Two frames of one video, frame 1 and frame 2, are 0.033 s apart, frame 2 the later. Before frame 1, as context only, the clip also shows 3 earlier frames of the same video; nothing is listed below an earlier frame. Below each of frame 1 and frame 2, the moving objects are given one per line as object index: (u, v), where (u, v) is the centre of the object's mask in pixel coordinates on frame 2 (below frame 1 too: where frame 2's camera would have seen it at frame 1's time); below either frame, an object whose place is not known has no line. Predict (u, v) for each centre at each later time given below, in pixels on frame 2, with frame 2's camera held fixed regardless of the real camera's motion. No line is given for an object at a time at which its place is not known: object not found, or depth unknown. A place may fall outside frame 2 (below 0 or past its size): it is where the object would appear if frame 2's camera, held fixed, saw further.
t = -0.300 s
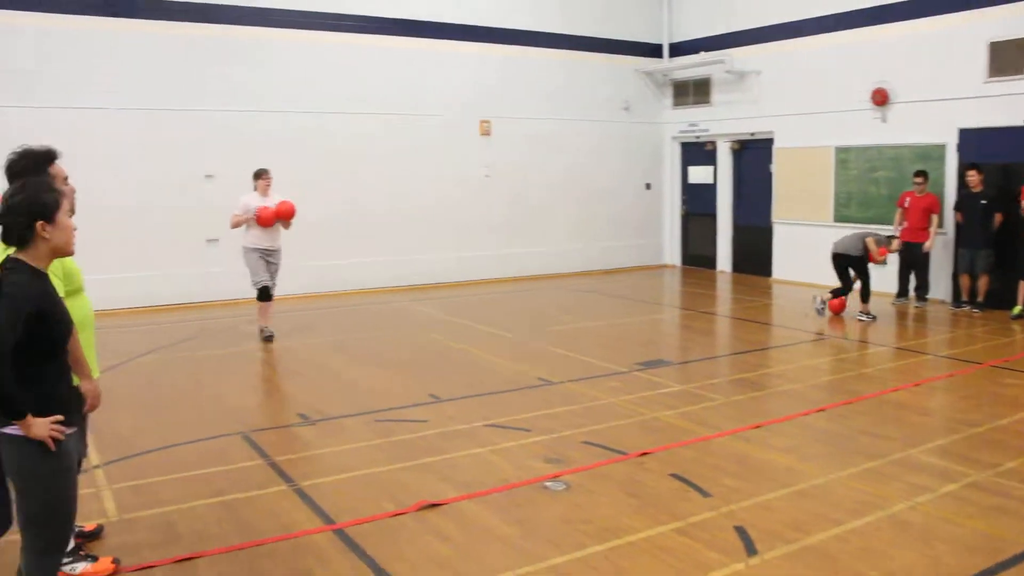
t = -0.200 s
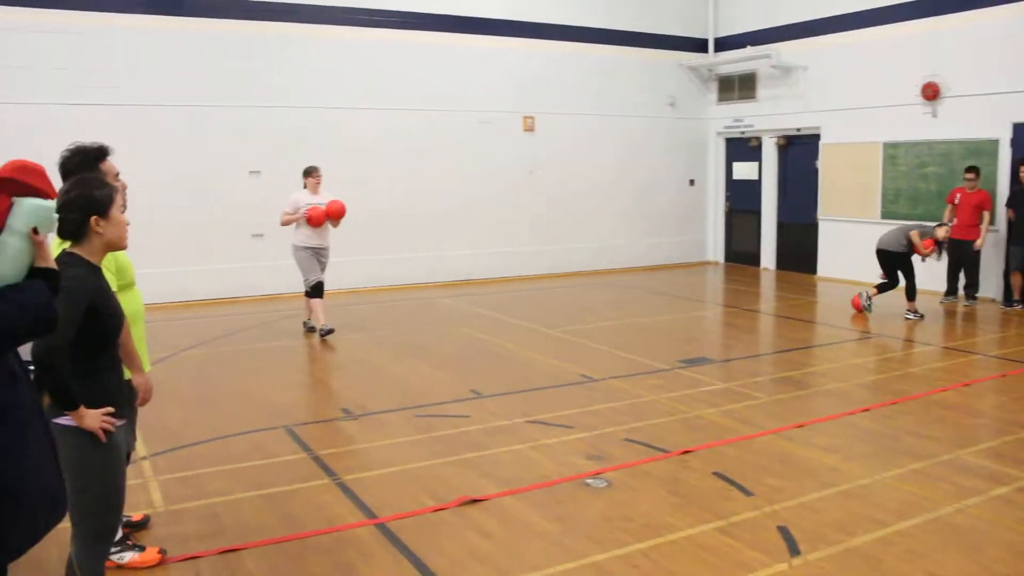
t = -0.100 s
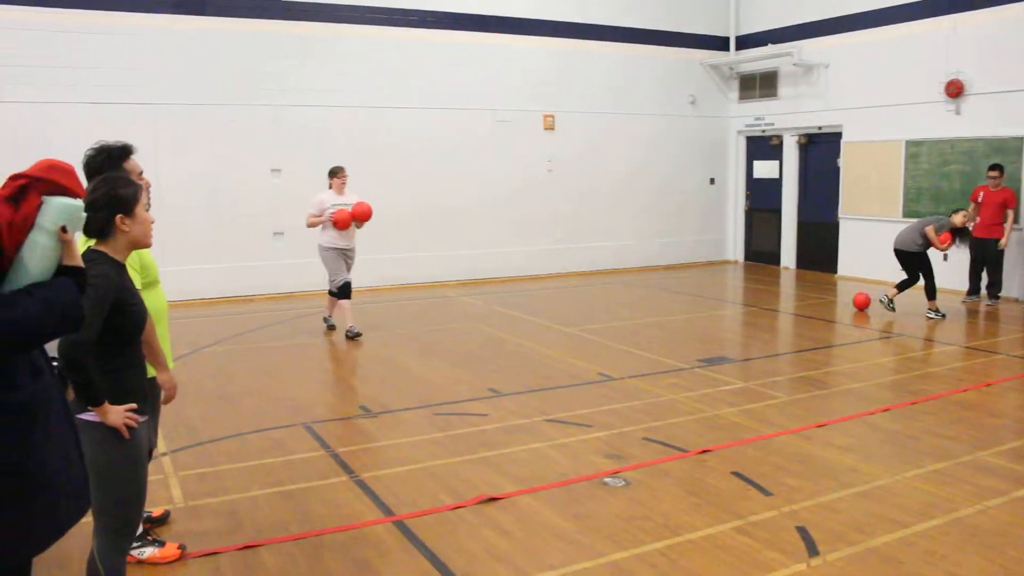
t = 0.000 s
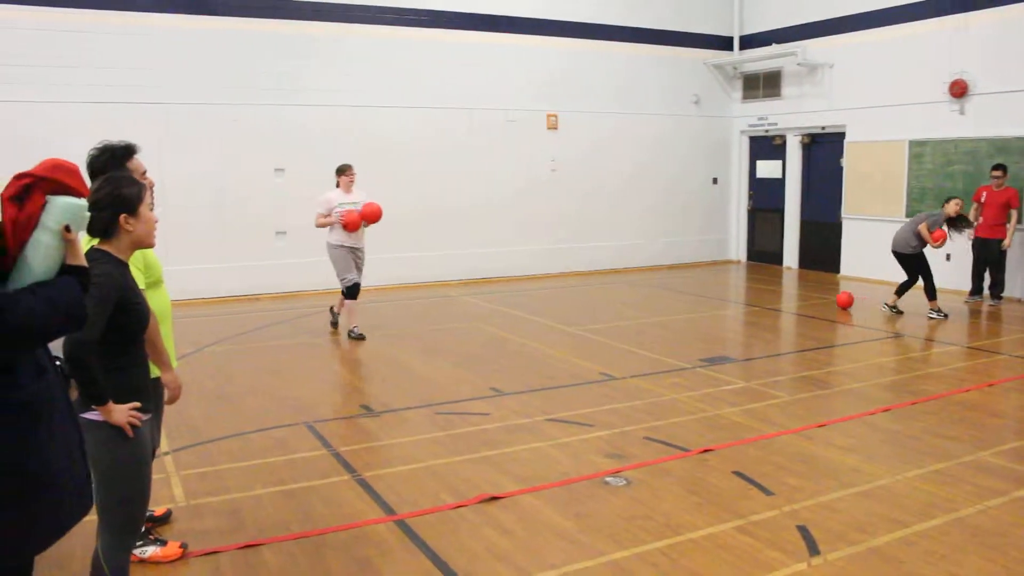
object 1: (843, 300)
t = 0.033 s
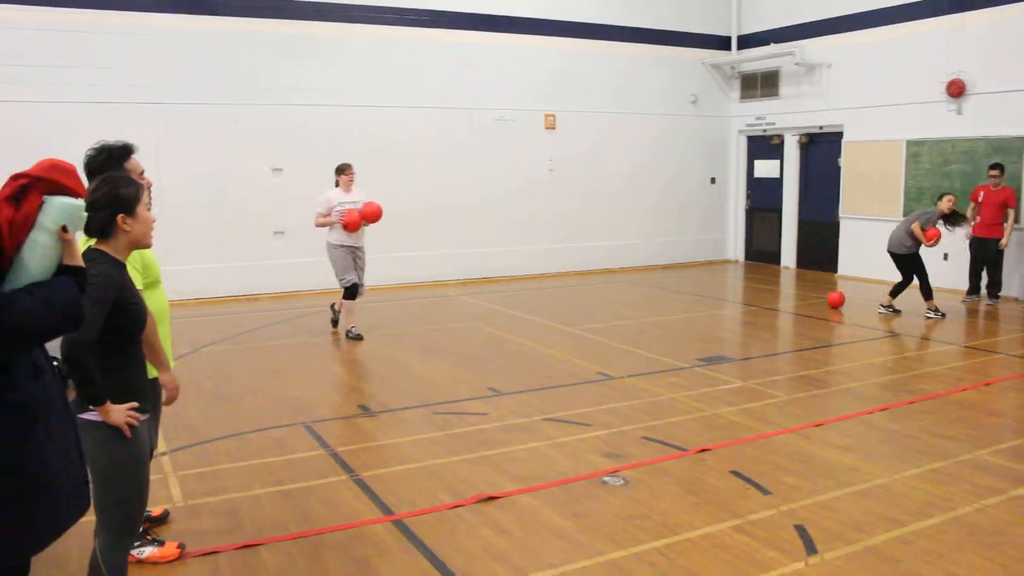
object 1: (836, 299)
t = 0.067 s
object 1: (829, 300)
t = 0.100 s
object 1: (821, 299)
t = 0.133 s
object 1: (814, 299)
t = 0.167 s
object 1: (806, 299)
